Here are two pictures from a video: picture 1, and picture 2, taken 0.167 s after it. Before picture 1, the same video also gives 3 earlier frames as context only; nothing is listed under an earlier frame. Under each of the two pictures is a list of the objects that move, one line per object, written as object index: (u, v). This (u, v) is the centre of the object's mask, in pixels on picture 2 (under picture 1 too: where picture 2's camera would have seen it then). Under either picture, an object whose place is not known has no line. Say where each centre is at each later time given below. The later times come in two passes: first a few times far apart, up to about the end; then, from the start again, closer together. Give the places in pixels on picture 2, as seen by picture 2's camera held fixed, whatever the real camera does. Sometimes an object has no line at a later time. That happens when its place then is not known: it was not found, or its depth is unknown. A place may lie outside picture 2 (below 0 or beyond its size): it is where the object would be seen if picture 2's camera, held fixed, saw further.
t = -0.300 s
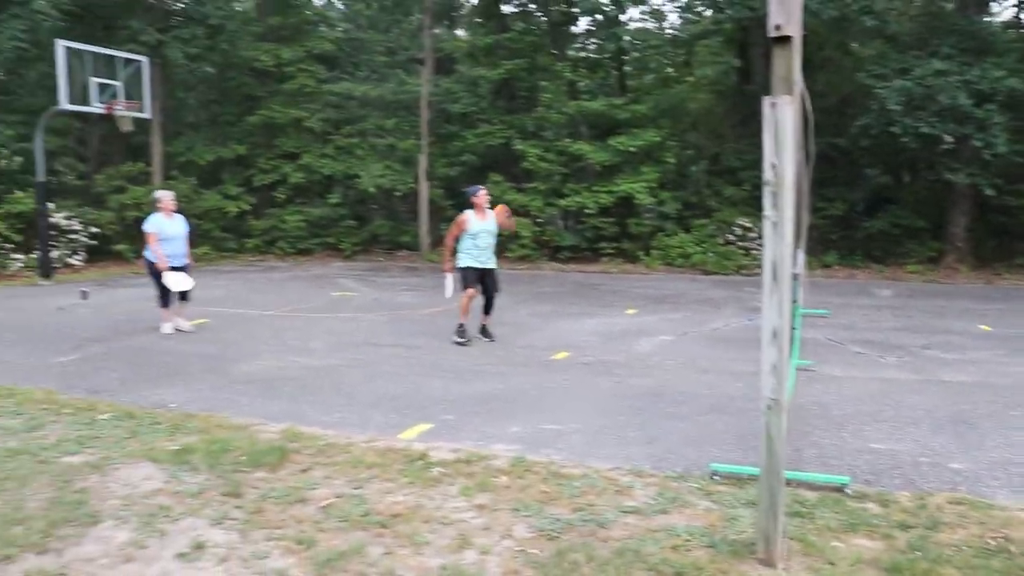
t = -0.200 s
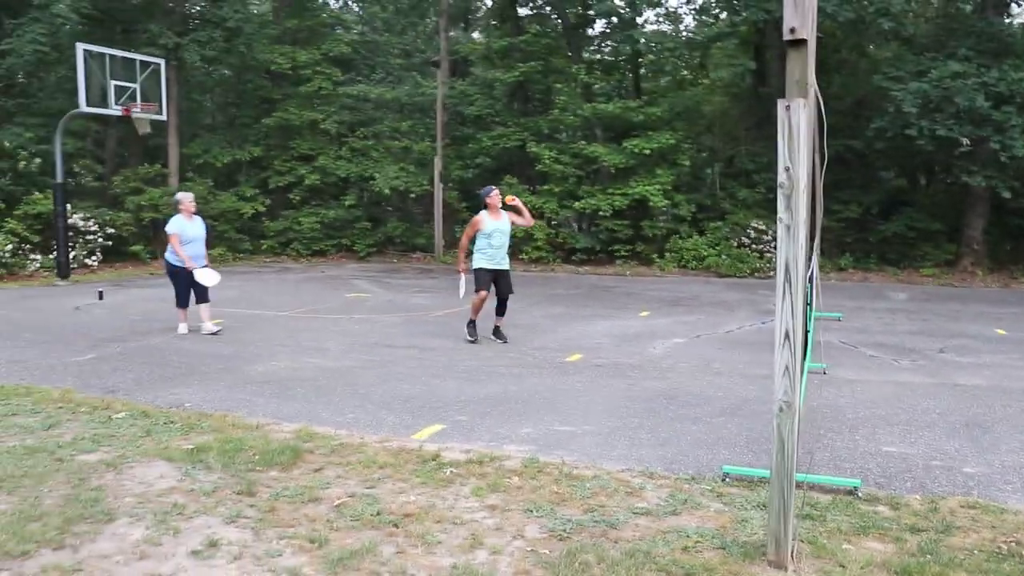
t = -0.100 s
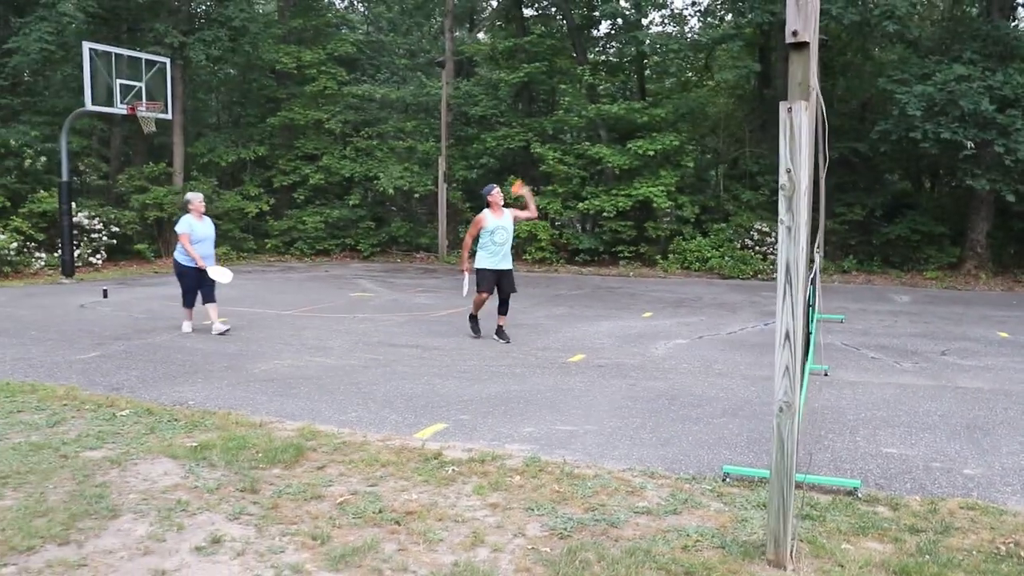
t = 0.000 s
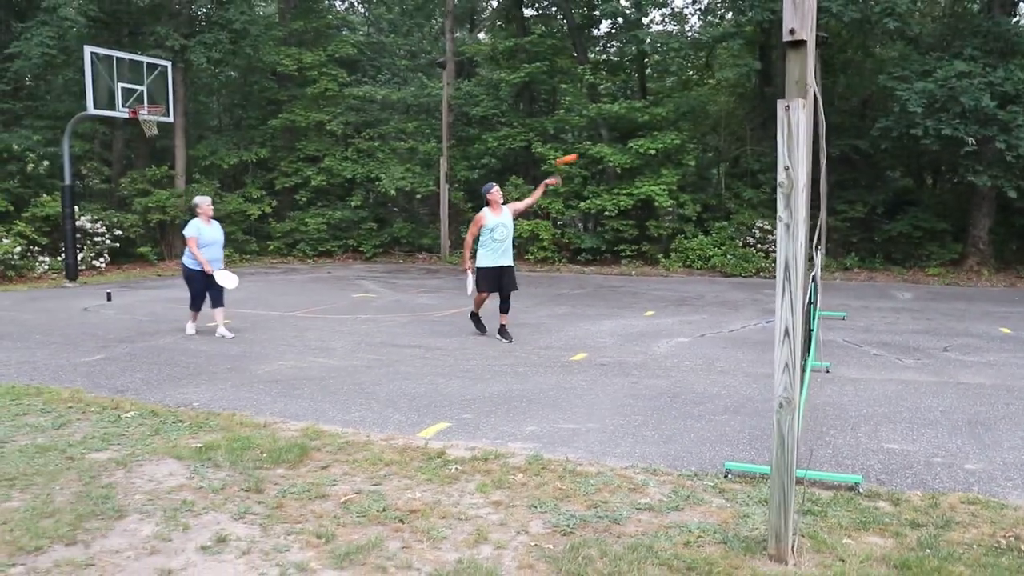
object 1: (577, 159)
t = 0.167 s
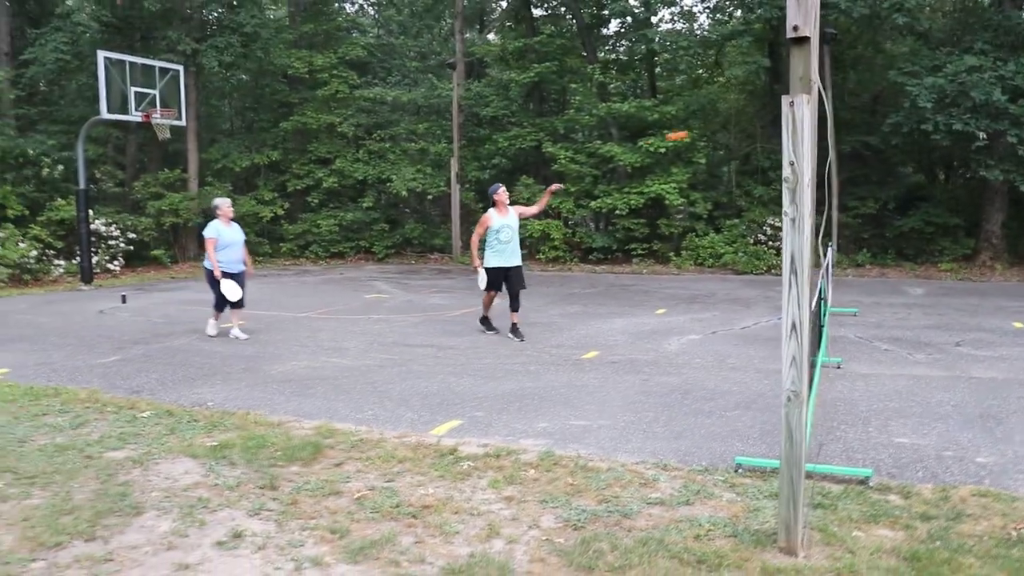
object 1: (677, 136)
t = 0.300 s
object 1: (754, 137)
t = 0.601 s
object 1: (923, 203)
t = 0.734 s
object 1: (995, 258)
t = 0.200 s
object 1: (697, 134)
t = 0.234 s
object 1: (716, 134)
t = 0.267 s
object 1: (735, 135)
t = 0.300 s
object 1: (754, 137)
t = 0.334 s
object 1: (770, 140)
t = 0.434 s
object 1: (831, 156)
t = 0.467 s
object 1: (849, 164)
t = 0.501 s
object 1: (868, 172)
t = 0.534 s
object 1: (886, 182)
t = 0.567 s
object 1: (905, 192)
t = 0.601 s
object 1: (923, 203)
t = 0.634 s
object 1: (941, 216)
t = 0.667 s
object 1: (959, 229)
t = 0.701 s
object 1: (977, 244)
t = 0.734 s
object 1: (995, 258)
